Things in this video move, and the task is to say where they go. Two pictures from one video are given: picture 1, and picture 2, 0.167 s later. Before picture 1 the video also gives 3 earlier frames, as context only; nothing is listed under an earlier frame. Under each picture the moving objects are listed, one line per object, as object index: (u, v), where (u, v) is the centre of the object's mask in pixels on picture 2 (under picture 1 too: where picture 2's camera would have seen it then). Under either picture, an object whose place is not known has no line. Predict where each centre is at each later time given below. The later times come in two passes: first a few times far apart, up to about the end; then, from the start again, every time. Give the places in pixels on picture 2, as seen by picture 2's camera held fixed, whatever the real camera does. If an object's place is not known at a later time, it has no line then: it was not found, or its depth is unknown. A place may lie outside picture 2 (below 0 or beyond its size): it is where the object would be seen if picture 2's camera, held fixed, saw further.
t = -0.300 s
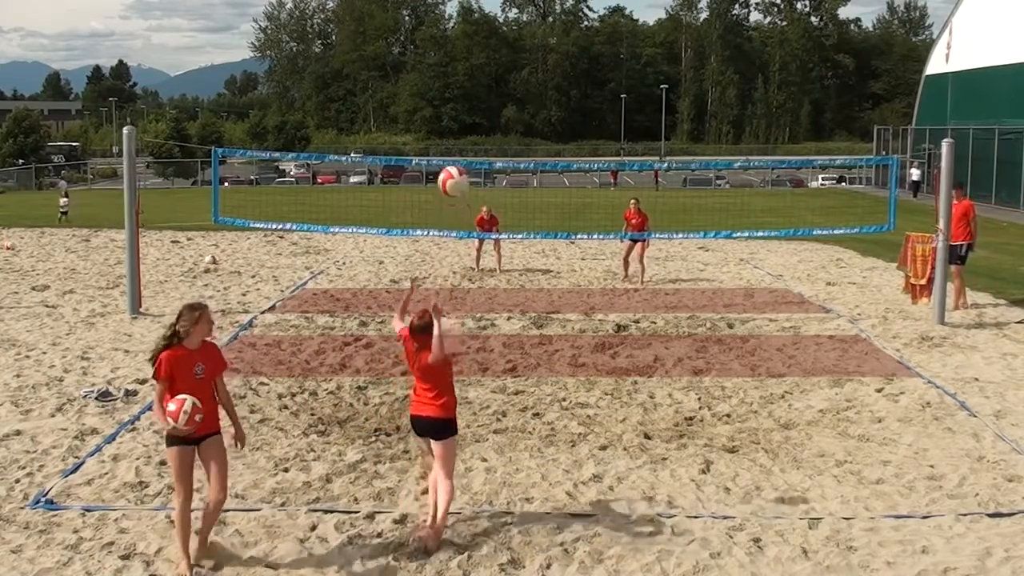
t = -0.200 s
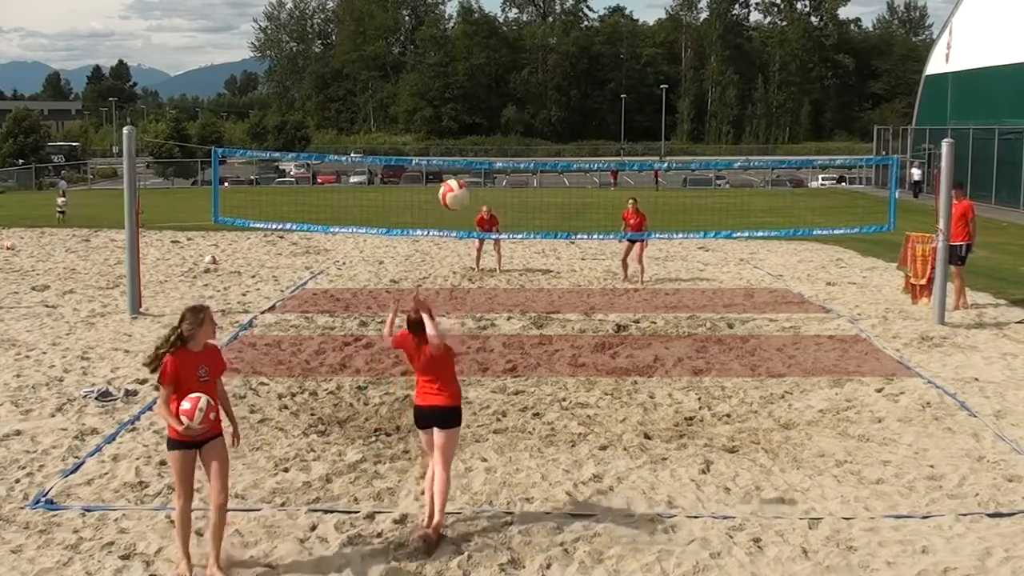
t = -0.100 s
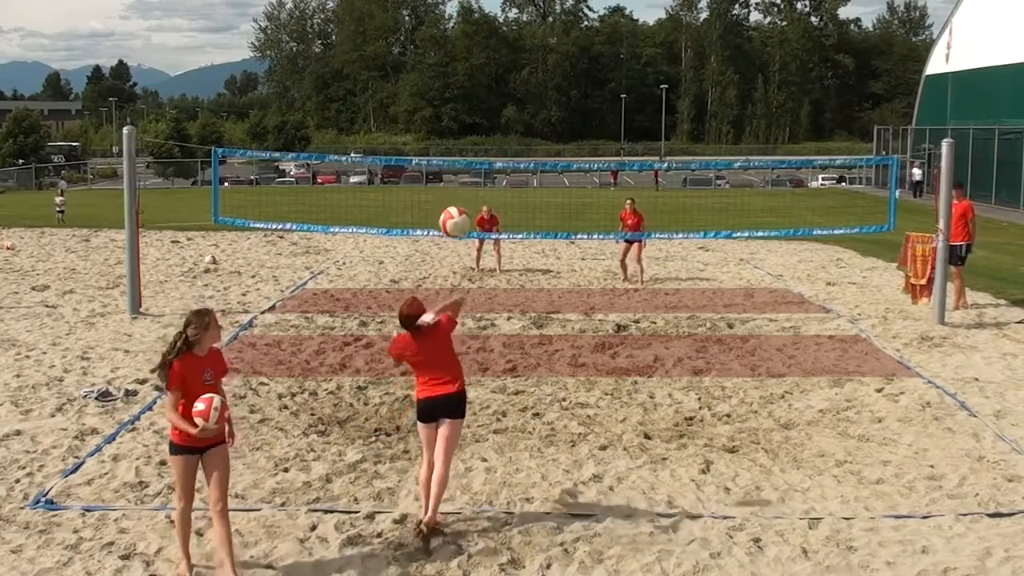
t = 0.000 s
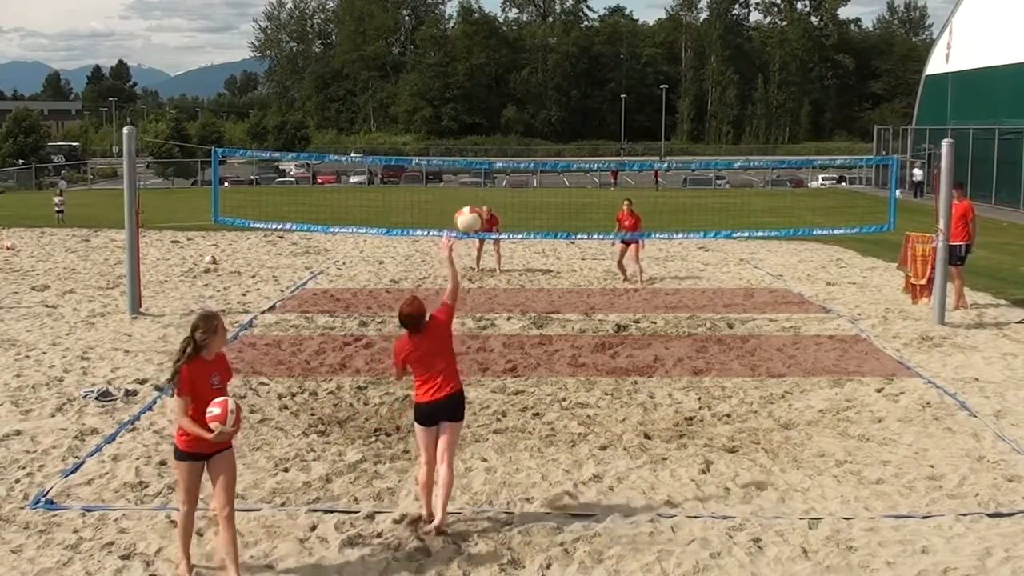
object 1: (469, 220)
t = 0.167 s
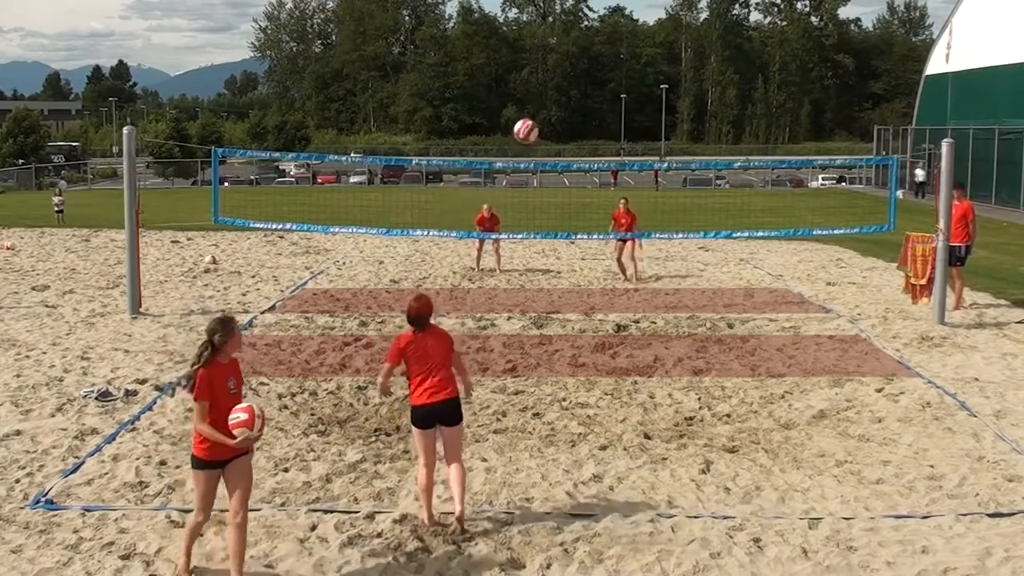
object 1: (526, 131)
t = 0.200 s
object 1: (534, 120)
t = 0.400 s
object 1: (576, 89)
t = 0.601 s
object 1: (609, 97)
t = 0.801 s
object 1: (637, 128)
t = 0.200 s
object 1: (534, 120)
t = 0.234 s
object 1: (543, 111)
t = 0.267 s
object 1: (550, 103)
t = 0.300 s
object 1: (558, 98)
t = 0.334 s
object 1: (564, 94)
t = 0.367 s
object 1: (570, 91)
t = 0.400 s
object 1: (576, 89)
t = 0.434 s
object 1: (582, 88)
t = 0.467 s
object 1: (587, 88)
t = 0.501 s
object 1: (593, 89)
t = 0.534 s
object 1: (598, 91)
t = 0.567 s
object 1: (604, 94)
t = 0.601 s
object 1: (609, 97)
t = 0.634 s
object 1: (613, 101)
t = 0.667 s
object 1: (619, 105)
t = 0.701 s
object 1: (624, 110)
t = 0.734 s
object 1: (628, 116)
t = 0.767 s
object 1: (633, 122)
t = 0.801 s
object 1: (637, 128)
